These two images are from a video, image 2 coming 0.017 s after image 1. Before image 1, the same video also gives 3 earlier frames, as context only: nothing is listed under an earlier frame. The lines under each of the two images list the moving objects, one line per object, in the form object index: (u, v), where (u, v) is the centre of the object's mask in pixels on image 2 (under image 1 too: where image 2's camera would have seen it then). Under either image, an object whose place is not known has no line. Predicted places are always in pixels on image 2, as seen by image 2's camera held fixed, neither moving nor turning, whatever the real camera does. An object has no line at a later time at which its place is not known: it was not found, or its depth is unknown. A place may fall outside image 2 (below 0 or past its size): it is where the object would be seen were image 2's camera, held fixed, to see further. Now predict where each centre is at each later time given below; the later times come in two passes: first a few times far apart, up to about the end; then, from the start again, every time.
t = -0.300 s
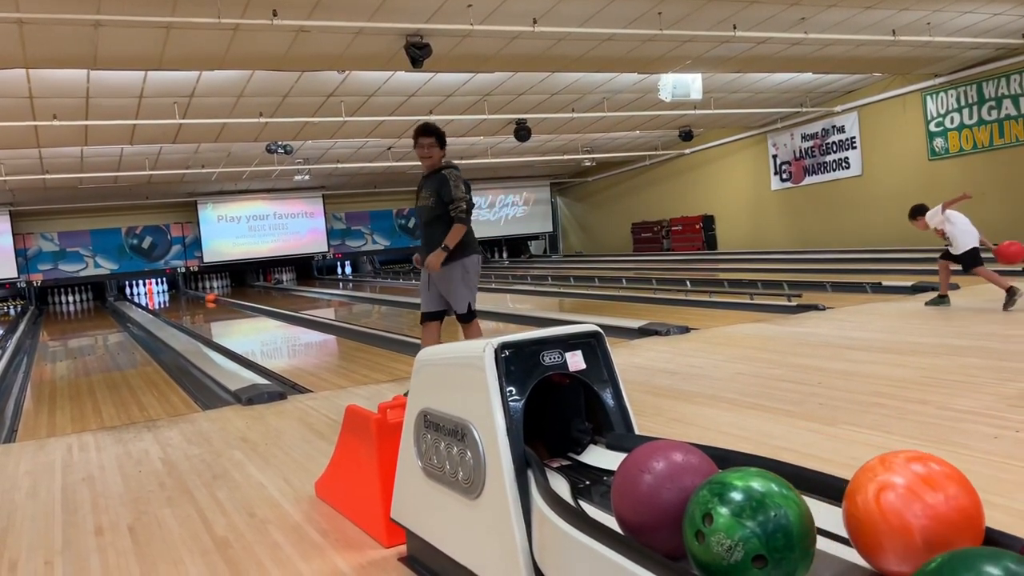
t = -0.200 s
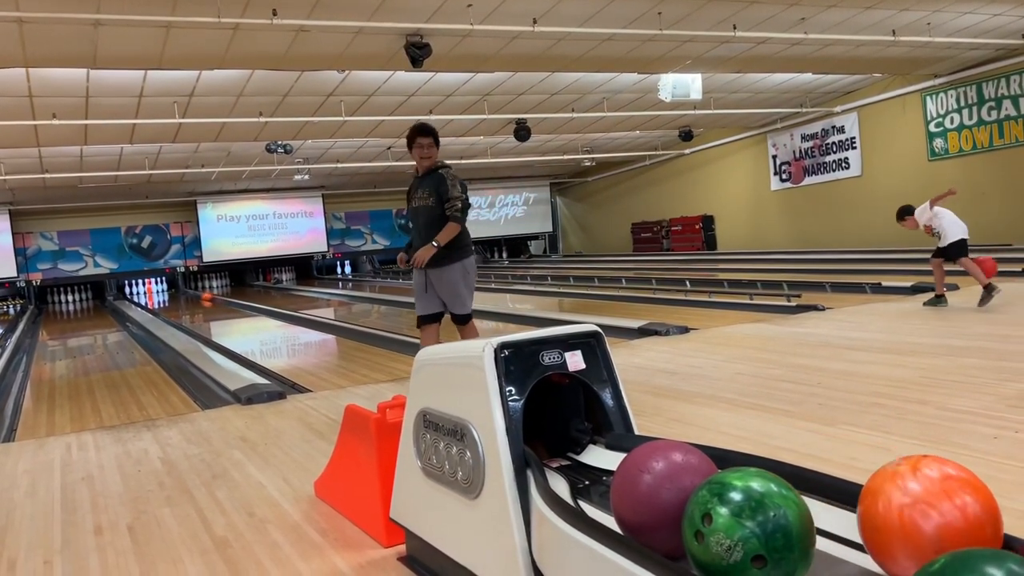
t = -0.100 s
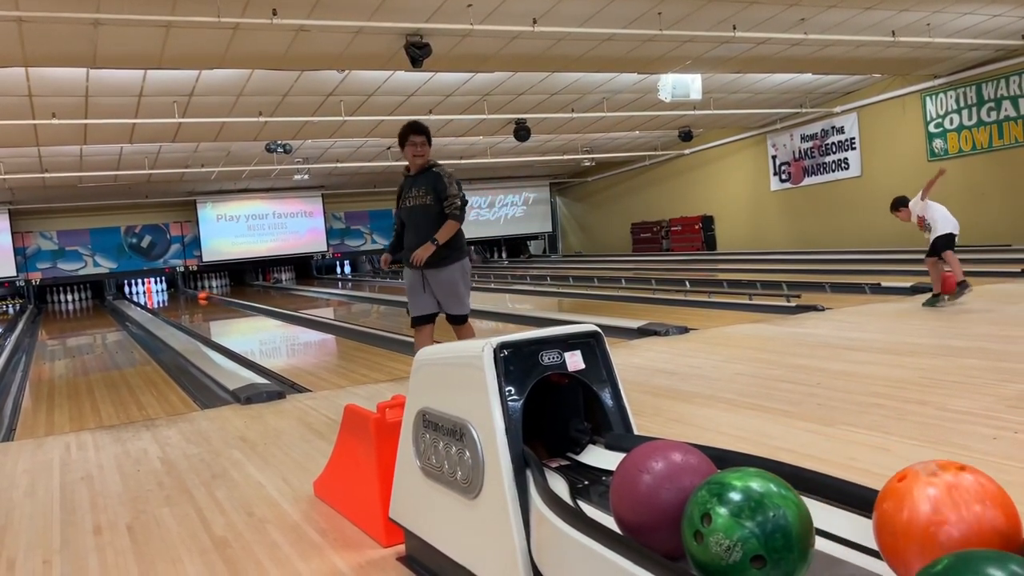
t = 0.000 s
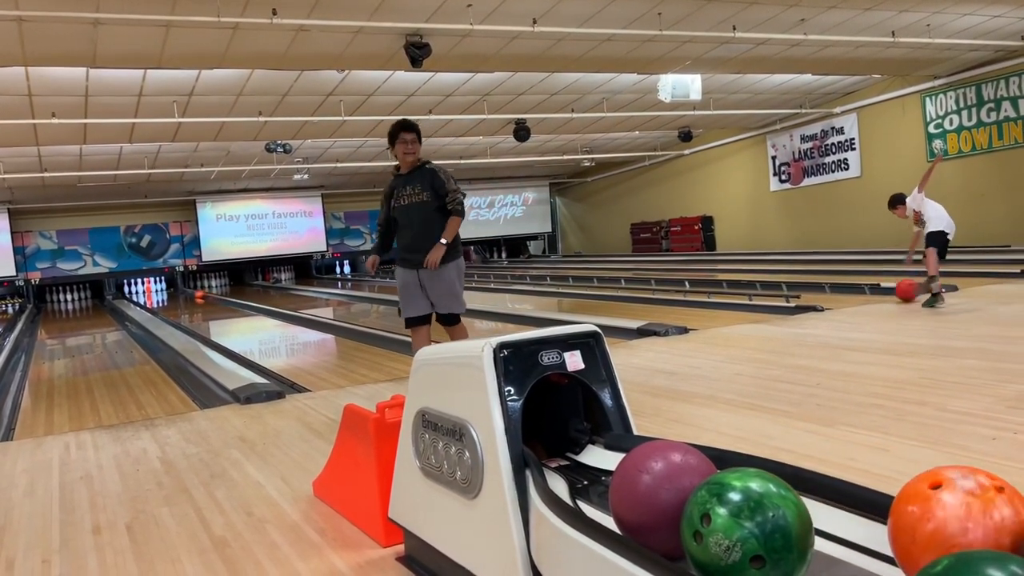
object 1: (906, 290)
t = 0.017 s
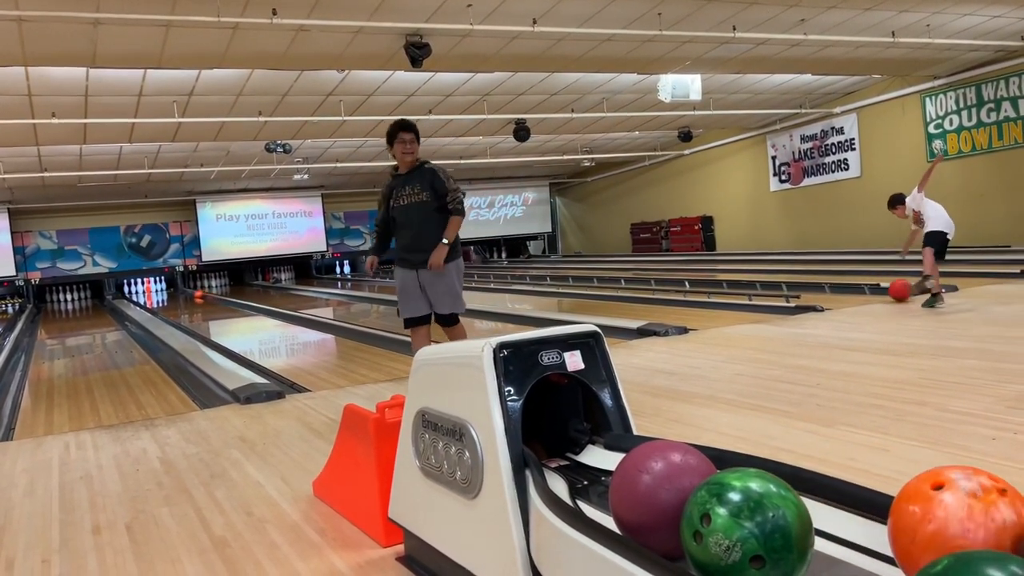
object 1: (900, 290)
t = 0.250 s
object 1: (823, 288)
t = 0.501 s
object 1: (756, 285)
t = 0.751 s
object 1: (703, 283)
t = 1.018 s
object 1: (656, 280)
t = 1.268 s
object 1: (620, 279)
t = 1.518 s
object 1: (590, 278)
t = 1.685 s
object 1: (573, 278)
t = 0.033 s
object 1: (894, 290)
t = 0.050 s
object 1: (888, 289)
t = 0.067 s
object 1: (882, 289)
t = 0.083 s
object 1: (876, 290)
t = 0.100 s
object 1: (870, 289)
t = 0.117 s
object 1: (865, 289)
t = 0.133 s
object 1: (859, 289)
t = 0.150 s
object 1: (854, 289)
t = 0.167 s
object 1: (849, 289)
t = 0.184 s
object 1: (843, 289)
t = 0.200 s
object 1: (838, 289)
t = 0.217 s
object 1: (833, 288)
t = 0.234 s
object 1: (828, 288)
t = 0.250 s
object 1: (823, 288)
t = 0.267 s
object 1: (818, 288)
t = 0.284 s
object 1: (813, 288)
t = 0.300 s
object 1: (809, 287)
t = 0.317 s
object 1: (804, 287)
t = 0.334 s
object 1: (799, 287)
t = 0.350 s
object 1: (794, 287)
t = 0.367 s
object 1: (790, 286)
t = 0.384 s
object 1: (785, 286)
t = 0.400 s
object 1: (781, 285)
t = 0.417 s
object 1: (777, 285)
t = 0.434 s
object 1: (773, 285)
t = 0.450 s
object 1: (768, 285)
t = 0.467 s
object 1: (764, 285)
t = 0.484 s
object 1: (760, 285)
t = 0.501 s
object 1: (756, 285)
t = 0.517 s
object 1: (753, 285)
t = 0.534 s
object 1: (749, 284)
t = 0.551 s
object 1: (745, 284)
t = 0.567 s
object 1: (741, 284)
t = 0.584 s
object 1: (737, 284)
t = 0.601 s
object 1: (733, 284)
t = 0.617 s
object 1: (729, 283)
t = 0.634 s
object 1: (726, 283)
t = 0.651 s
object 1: (723, 284)
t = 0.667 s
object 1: (720, 283)
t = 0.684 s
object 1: (716, 283)
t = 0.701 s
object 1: (713, 283)
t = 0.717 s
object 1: (709, 283)
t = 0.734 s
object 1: (706, 283)
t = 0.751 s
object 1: (703, 283)
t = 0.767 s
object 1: (700, 282)
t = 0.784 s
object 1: (696, 282)
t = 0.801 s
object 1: (693, 282)
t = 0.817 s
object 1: (690, 282)
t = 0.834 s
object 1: (687, 282)
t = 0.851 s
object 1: (684, 282)
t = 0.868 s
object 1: (681, 281)
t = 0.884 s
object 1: (678, 281)
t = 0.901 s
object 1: (675, 281)
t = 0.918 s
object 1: (672, 281)
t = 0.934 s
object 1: (669, 281)
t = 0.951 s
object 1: (667, 281)
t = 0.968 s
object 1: (664, 281)
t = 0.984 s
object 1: (661, 281)
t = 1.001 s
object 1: (659, 281)
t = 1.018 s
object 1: (656, 280)
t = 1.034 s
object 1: (653, 280)
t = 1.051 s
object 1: (650, 280)
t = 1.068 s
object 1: (648, 280)
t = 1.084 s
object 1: (646, 280)
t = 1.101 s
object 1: (643, 280)
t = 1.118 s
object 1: (642, 280)
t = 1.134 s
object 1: (638, 280)
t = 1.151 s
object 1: (636, 280)
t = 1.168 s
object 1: (634, 280)
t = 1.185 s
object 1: (632, 280)
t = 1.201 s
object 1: (630, 280)
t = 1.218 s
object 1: (627, 279)
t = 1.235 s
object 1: (624, 279)
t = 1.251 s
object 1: (622, 279)
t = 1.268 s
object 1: (620, 279)
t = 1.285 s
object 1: (618, 279)
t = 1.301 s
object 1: (616, 279)
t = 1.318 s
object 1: (614, 279)
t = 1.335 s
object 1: (612, 279)
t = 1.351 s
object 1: (610, 279)
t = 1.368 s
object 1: (608, 279)
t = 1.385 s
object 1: (605, 278)
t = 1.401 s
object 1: (604, 278)
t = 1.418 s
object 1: (602, 278)
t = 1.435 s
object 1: (600, 279)
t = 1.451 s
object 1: (597, 278)
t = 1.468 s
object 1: (596, 279)
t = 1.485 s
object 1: (594, 279)
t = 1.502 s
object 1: (592, 278)
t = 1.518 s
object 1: (590, 278)
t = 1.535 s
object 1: (589, 278)
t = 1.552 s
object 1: (587, 278)
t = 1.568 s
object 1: (585, 278)
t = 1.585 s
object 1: (583, 278)
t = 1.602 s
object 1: (582, 278)
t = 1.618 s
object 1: (580, 277)
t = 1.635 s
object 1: (579, 277)
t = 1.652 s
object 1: (577, 277)
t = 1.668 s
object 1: (575, 278)
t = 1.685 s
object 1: (573, 278)
